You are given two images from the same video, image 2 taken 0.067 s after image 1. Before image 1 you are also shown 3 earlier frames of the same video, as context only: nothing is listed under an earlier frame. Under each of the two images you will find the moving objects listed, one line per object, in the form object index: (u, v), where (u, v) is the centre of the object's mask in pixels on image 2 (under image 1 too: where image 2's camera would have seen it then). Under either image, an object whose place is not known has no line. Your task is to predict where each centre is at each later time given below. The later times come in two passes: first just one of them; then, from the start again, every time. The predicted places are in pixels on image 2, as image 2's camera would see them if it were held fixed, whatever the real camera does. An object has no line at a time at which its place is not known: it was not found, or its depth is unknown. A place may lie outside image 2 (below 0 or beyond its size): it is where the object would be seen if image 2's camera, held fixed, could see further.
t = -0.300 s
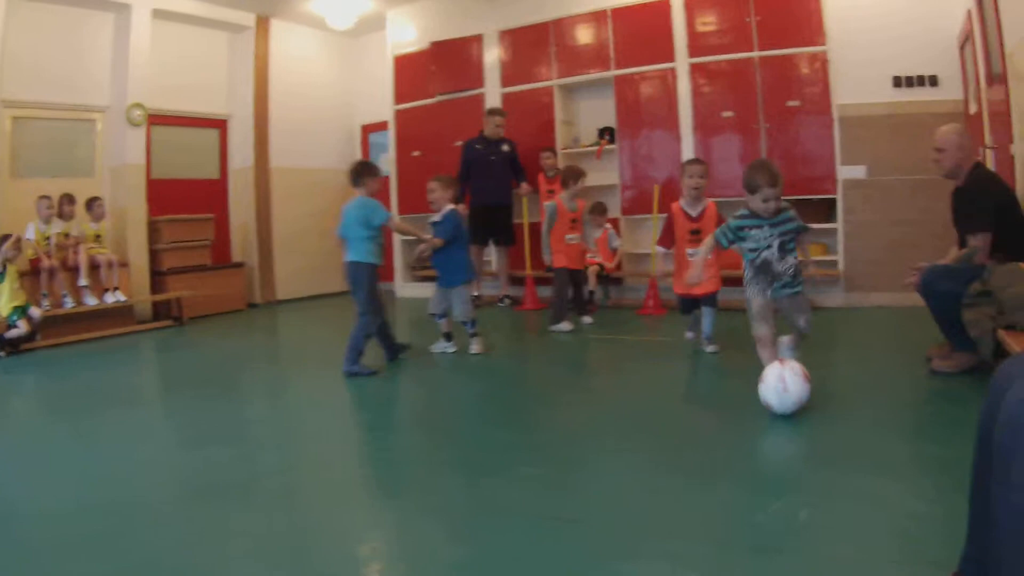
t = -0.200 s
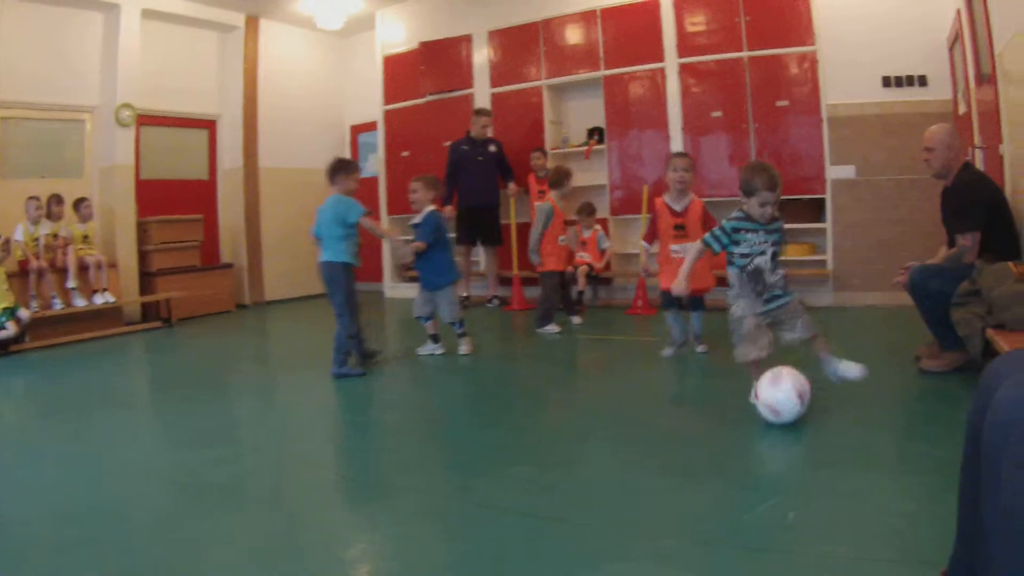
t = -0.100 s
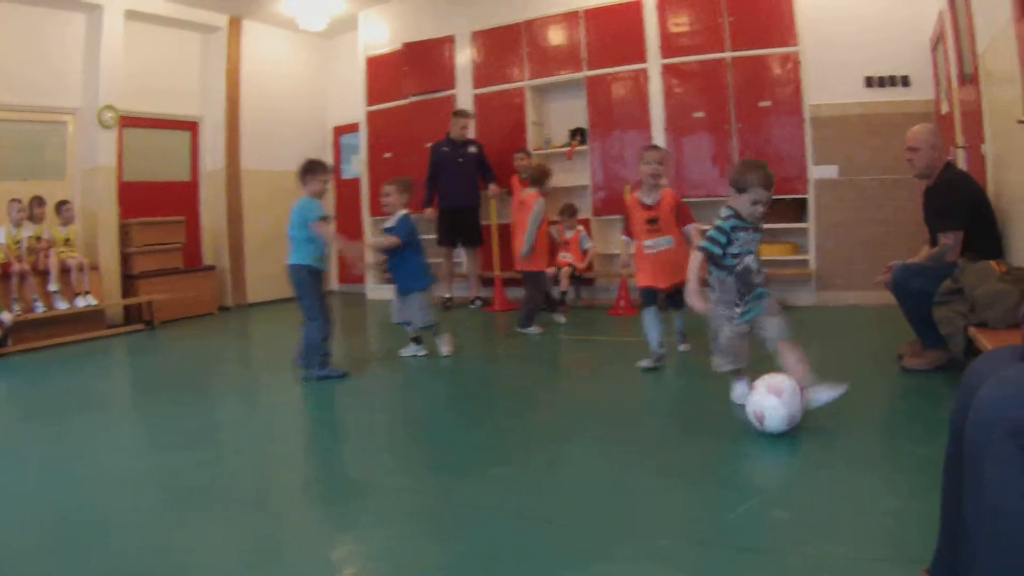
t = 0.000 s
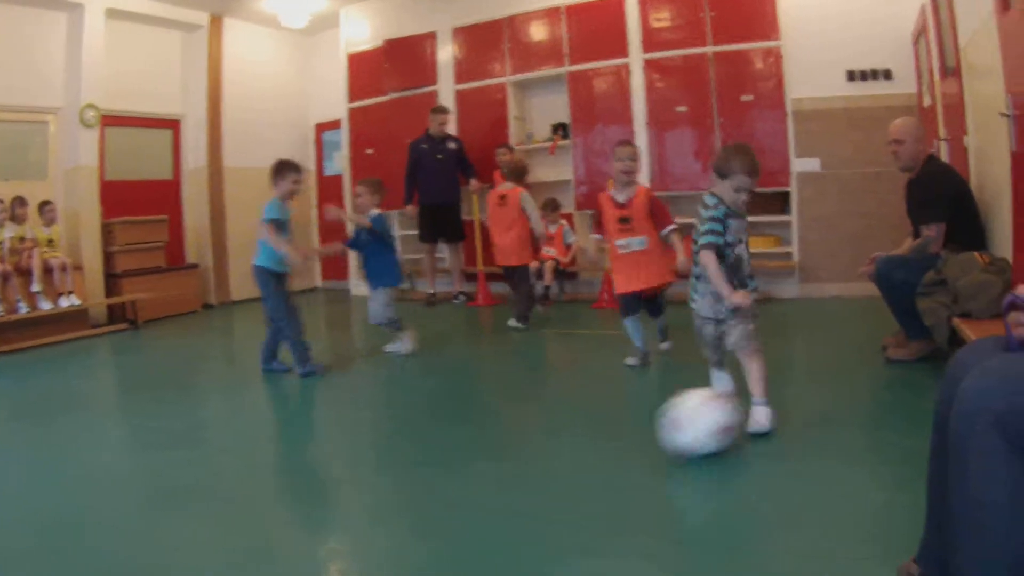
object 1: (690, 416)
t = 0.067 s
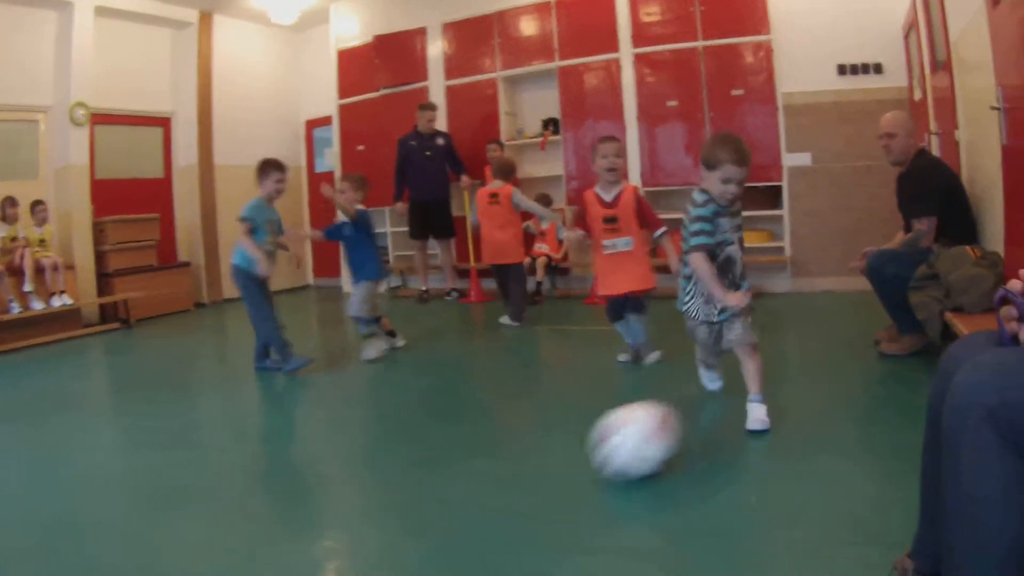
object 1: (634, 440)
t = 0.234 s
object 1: (486, 503)
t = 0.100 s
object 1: (605, 454)
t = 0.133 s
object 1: (575, 466)
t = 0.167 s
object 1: (545, 479)
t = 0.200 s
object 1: (514, 490)
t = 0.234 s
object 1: (486, 503)
